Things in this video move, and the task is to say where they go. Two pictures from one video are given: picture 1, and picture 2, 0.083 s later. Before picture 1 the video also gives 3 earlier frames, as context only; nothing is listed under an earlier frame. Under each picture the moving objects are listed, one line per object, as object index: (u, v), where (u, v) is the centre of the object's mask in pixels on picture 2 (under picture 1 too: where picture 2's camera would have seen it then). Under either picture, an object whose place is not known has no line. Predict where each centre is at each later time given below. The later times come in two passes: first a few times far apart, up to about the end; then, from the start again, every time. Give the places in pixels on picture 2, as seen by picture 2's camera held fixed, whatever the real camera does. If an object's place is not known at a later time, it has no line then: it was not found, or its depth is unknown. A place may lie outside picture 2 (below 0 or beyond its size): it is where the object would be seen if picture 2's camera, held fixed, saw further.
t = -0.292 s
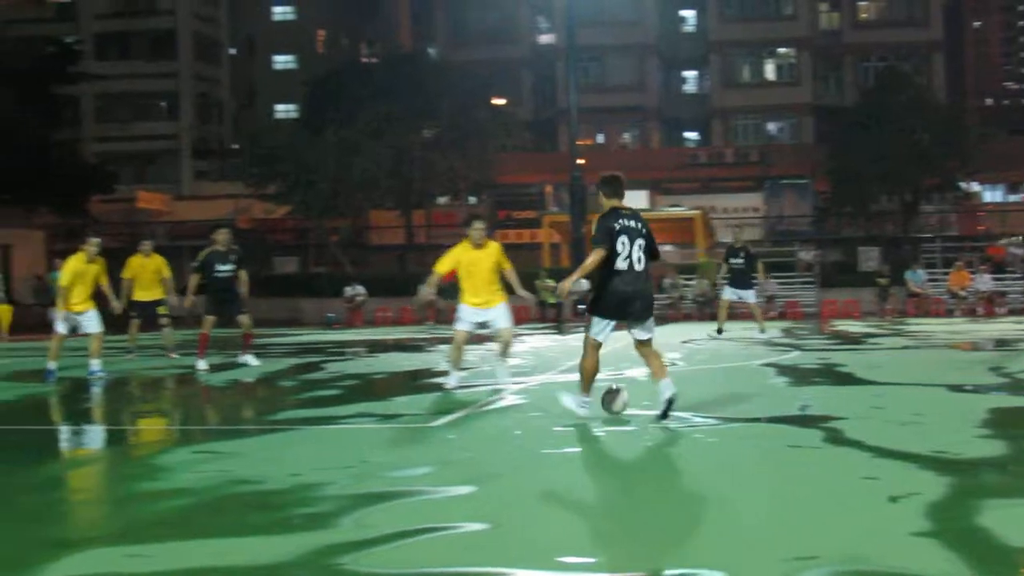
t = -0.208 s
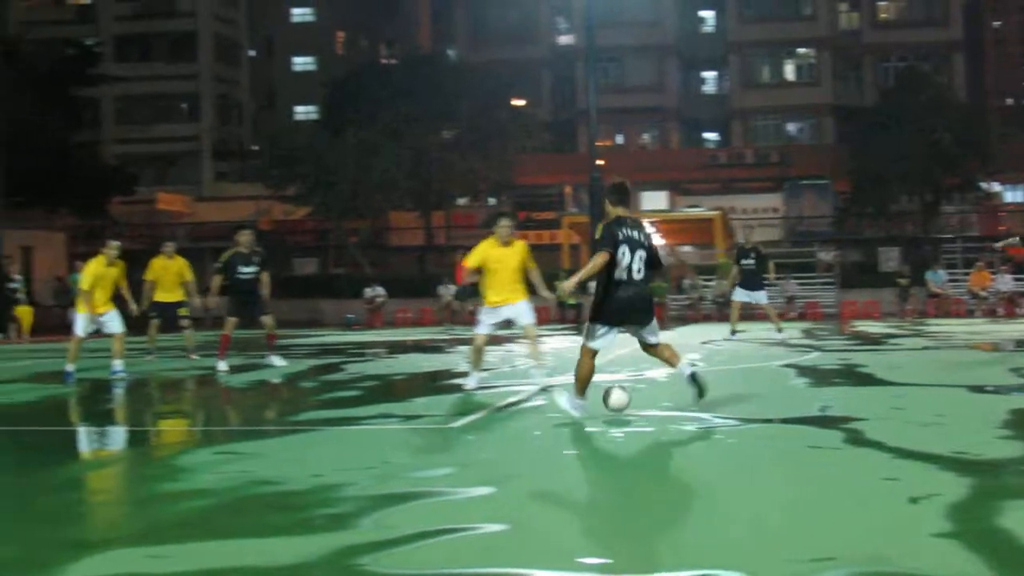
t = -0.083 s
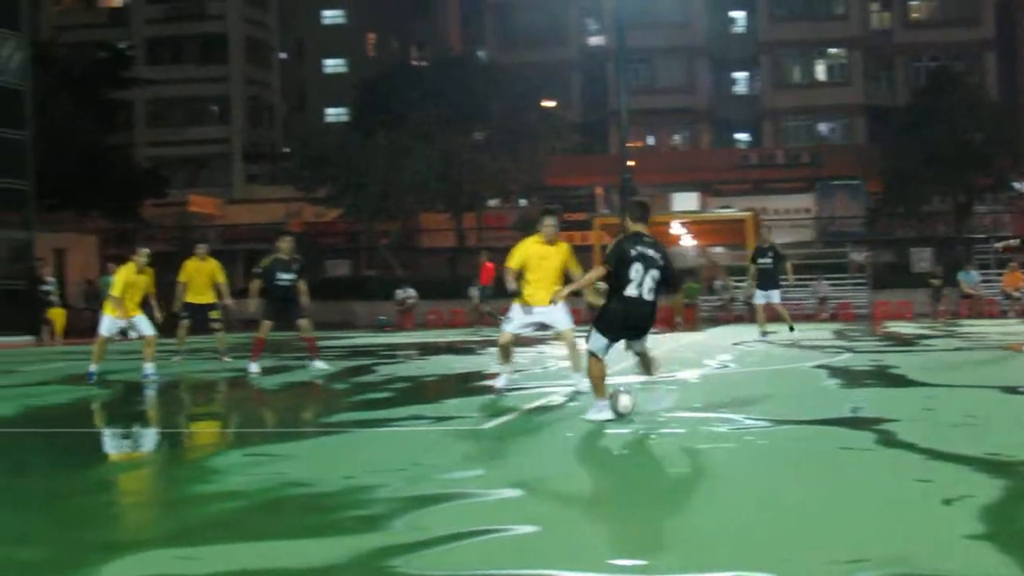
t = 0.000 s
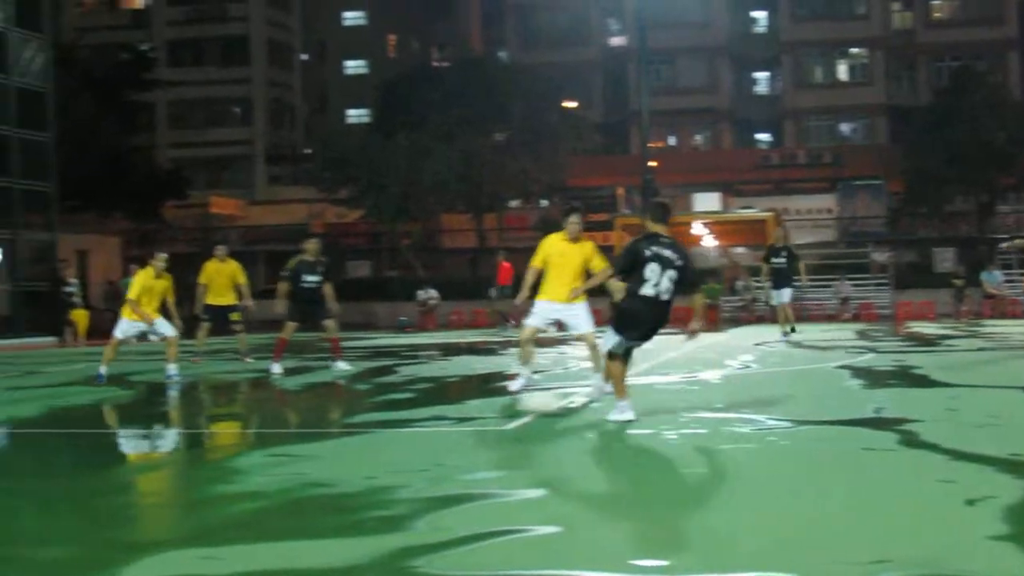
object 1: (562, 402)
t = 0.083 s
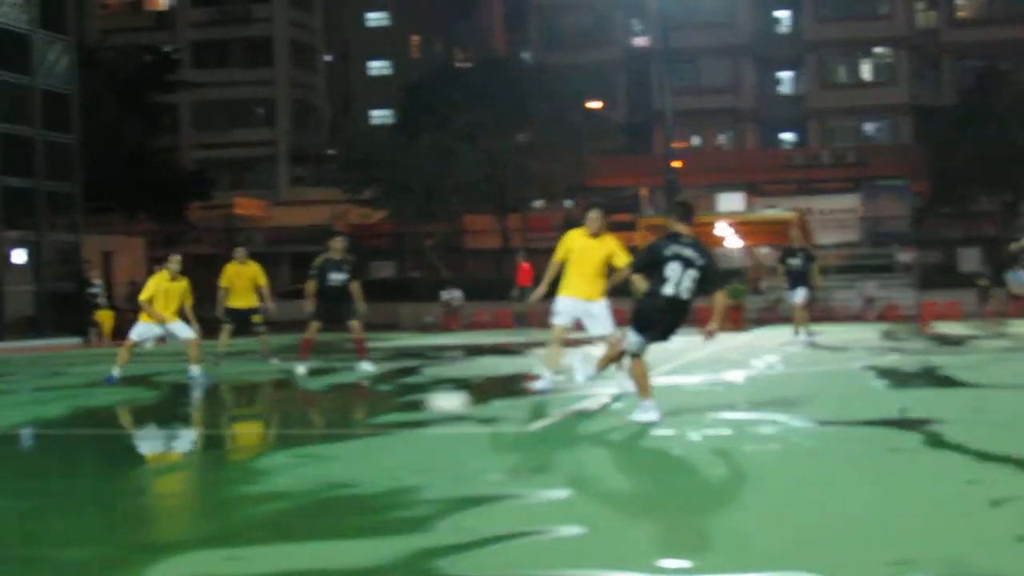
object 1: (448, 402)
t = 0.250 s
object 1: (244, 403)
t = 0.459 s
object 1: (55, 400)
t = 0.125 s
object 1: (393, 402)
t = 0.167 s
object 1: (342, 403)
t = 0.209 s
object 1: (290, 403)
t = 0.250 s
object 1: (244, 403)
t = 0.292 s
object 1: (200, 402)
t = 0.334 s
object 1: (162, 403)
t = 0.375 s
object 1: (131, 401)
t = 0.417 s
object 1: (93, 401)
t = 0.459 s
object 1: (55, 400)
